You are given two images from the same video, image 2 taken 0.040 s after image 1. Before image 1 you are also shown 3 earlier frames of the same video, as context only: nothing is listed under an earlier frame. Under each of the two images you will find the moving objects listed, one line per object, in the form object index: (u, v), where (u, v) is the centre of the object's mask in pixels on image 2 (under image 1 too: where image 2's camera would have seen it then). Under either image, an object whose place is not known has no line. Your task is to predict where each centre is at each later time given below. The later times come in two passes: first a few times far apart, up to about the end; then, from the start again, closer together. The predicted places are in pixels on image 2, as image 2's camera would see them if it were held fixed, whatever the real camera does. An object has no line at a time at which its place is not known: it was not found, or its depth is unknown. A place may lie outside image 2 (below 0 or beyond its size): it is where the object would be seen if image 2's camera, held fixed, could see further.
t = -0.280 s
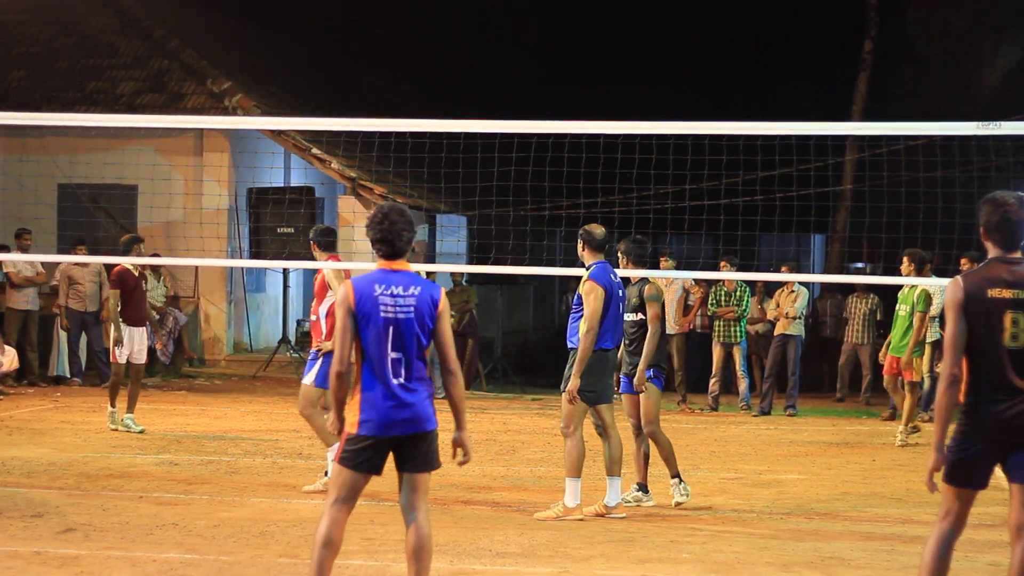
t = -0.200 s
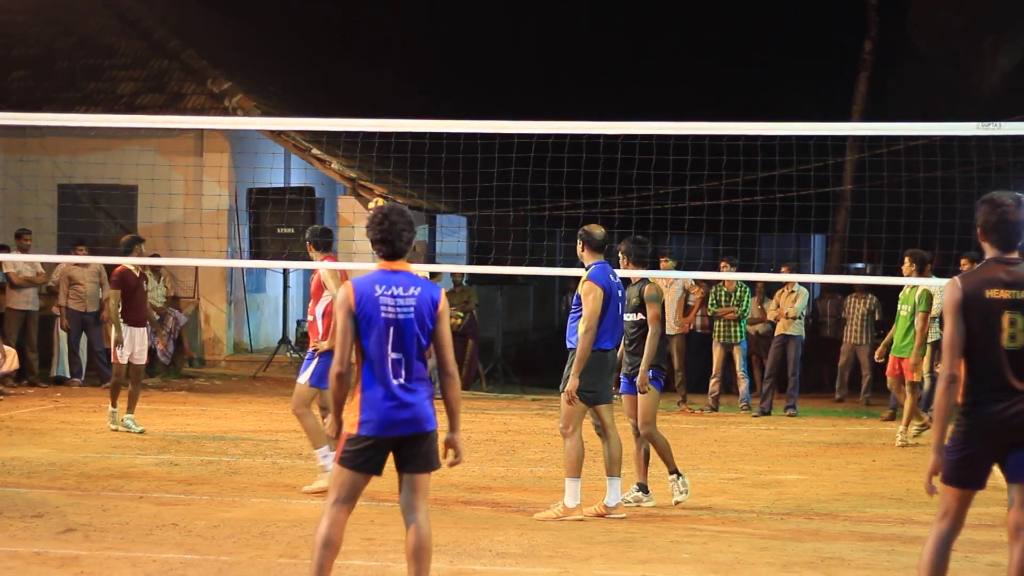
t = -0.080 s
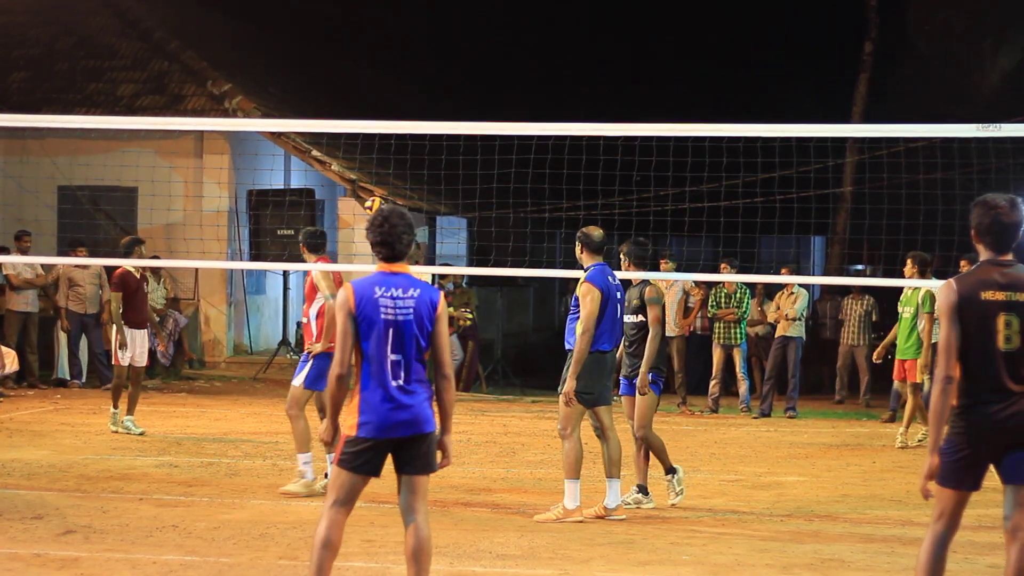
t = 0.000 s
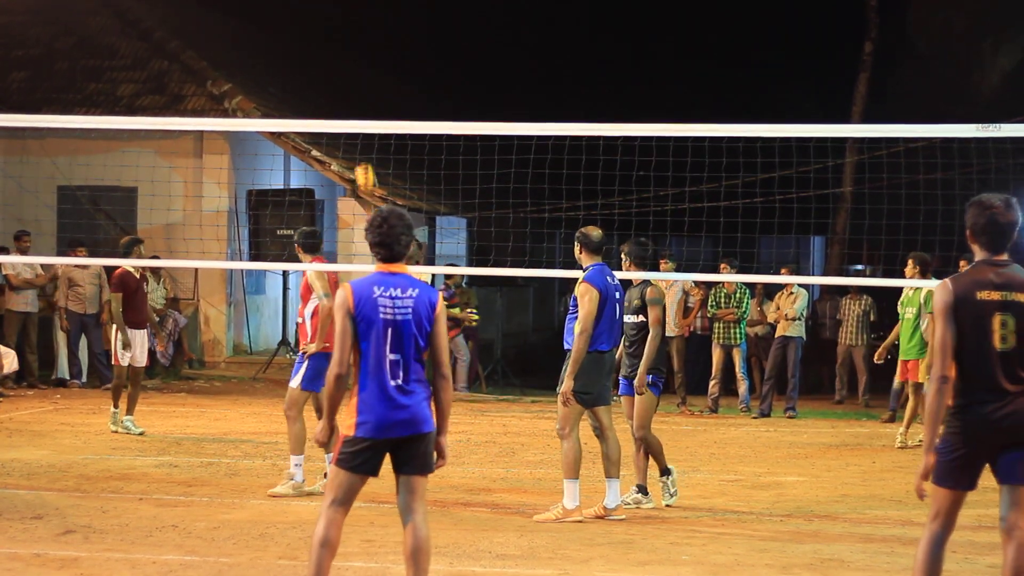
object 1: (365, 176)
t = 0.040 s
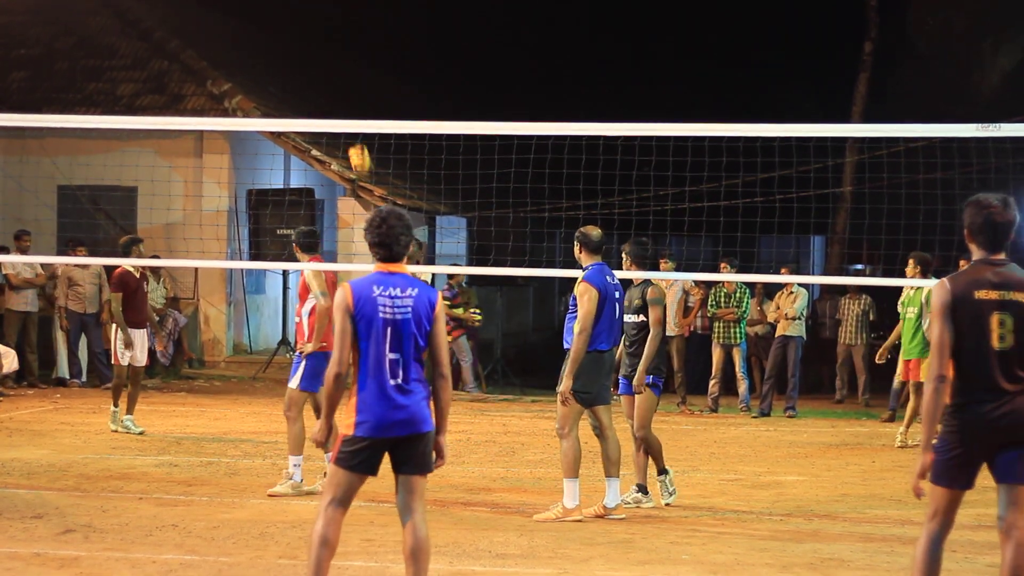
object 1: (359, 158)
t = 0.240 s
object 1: (329, 77)
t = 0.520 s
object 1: (272, 19)
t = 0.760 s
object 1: (216, 54)
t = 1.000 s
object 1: (161, 195)
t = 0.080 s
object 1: (354, 143)
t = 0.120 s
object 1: (346, 115)
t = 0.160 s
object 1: (341, 106)
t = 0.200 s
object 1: (335, 92)
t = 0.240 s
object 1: (329, 77)
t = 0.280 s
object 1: (322, 63)
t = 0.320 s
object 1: (315, 51)
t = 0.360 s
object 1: (307, 41)
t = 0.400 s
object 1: (299, 33)
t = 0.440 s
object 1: (291, 26)
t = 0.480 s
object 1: (282, 21)
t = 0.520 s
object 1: (272, 19)
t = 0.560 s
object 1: (262, 19)
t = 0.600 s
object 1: (254, 21)
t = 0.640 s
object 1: (243, 25)
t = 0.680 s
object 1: (234, 32)
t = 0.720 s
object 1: (225, 42)
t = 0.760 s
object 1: (216, 54)
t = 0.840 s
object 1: (200, 88)
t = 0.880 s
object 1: (192, 105)
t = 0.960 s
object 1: (171, 162)
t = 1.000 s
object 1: (161, 195)
